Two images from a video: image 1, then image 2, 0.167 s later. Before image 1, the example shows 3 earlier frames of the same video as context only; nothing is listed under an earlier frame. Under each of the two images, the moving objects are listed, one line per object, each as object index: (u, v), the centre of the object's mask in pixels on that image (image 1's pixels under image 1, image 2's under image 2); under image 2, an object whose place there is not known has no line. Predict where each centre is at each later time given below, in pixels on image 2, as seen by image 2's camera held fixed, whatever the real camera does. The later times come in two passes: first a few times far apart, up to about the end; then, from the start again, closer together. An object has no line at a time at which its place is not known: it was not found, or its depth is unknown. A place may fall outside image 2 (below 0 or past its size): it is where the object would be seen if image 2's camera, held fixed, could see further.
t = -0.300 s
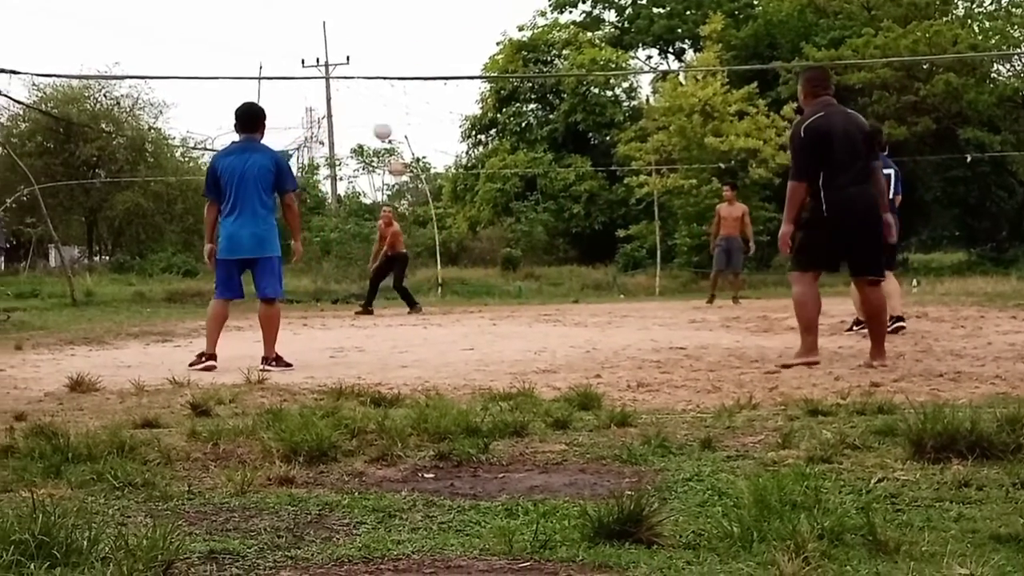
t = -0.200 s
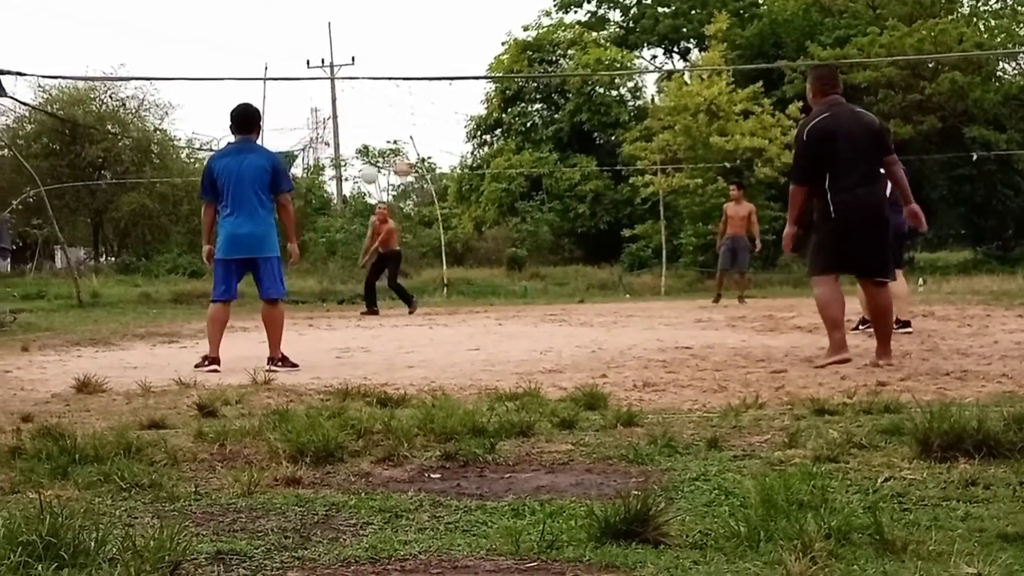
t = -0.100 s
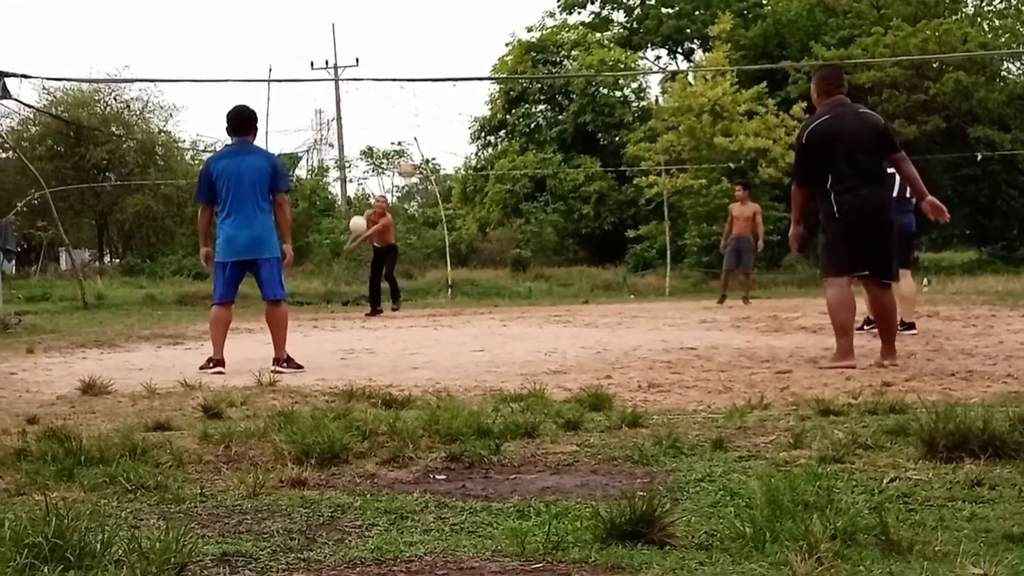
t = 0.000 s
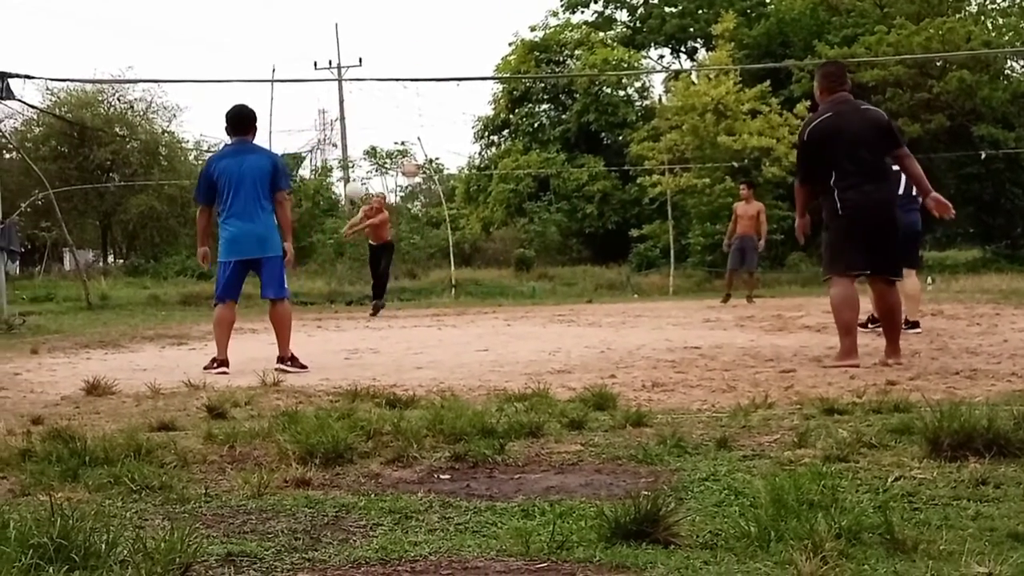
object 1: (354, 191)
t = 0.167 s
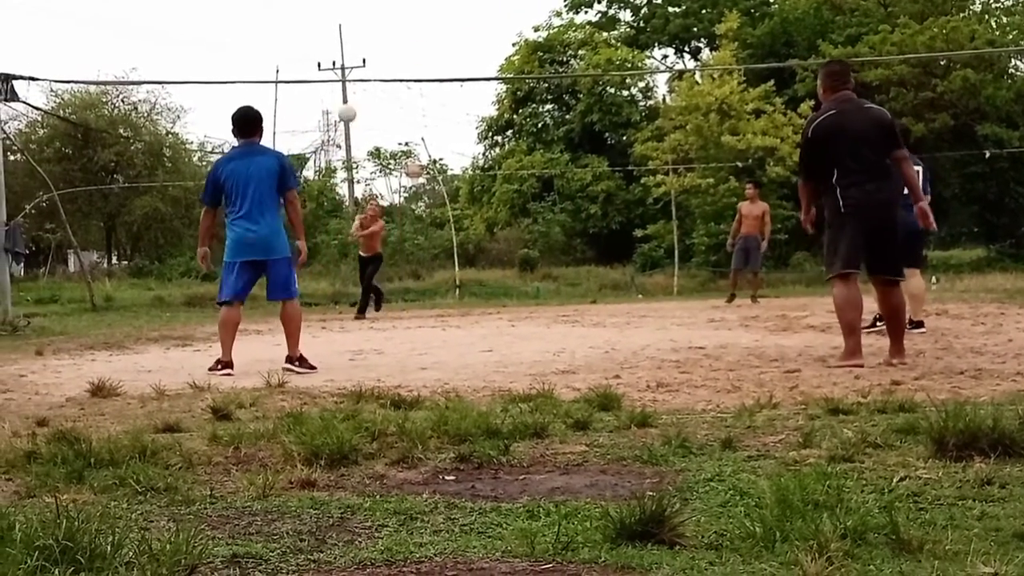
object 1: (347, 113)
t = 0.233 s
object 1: (343, 87)
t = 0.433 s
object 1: (329, 21)
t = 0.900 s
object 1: (291, 12)
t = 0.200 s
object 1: (345, 100)
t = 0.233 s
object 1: (343, 87)
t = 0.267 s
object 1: (340, 72)
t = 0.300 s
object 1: (338, 61)
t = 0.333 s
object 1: (336, 50)
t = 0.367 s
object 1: (334, 39)
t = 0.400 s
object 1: (331, 30)
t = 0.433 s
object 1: (329, 21)
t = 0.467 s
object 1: (327, 13)
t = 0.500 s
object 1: (325, 5)
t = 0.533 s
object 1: (323, 1)
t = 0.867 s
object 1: (297, 1)
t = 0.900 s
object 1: (291, 12)
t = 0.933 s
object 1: (288, 23)
